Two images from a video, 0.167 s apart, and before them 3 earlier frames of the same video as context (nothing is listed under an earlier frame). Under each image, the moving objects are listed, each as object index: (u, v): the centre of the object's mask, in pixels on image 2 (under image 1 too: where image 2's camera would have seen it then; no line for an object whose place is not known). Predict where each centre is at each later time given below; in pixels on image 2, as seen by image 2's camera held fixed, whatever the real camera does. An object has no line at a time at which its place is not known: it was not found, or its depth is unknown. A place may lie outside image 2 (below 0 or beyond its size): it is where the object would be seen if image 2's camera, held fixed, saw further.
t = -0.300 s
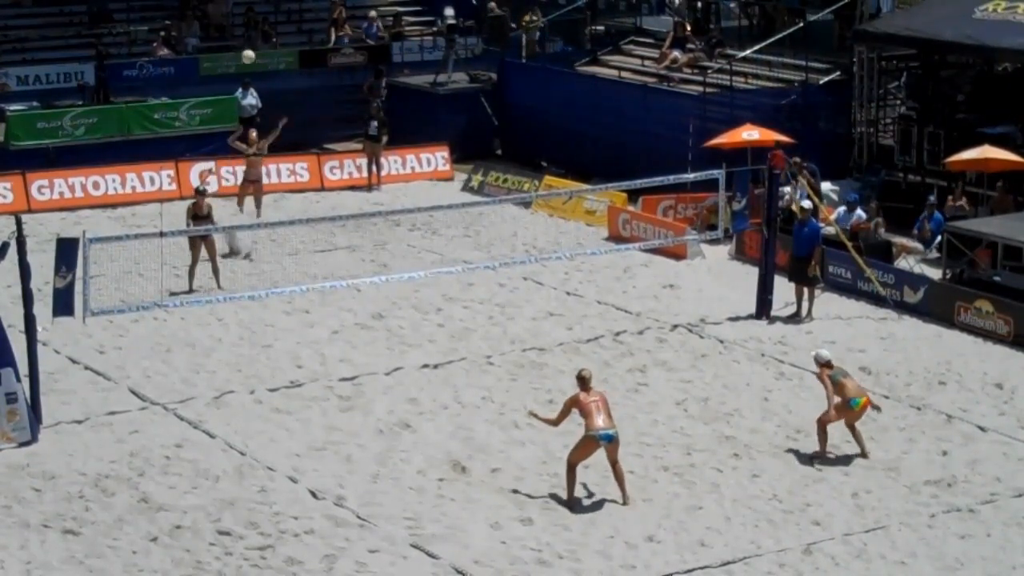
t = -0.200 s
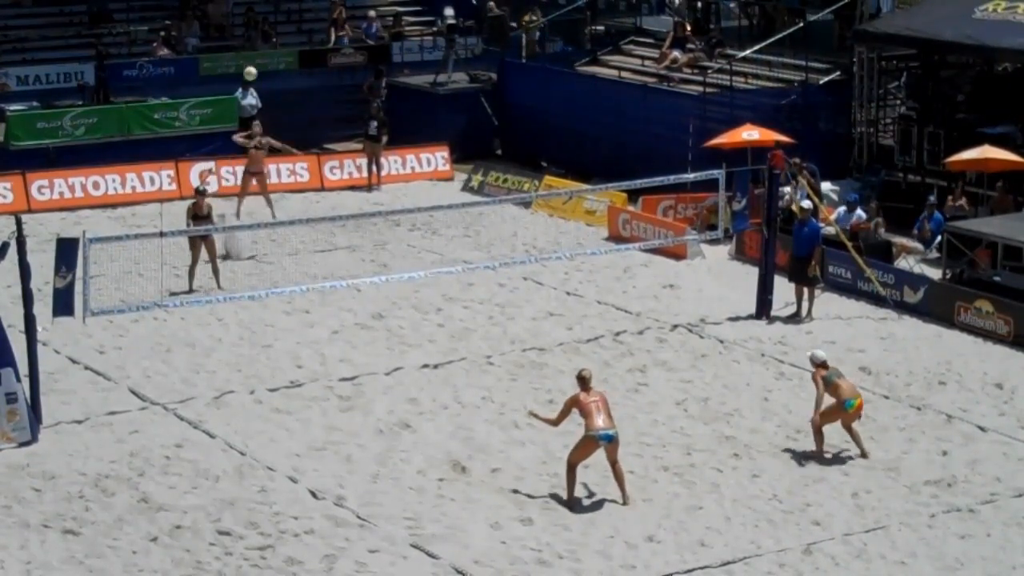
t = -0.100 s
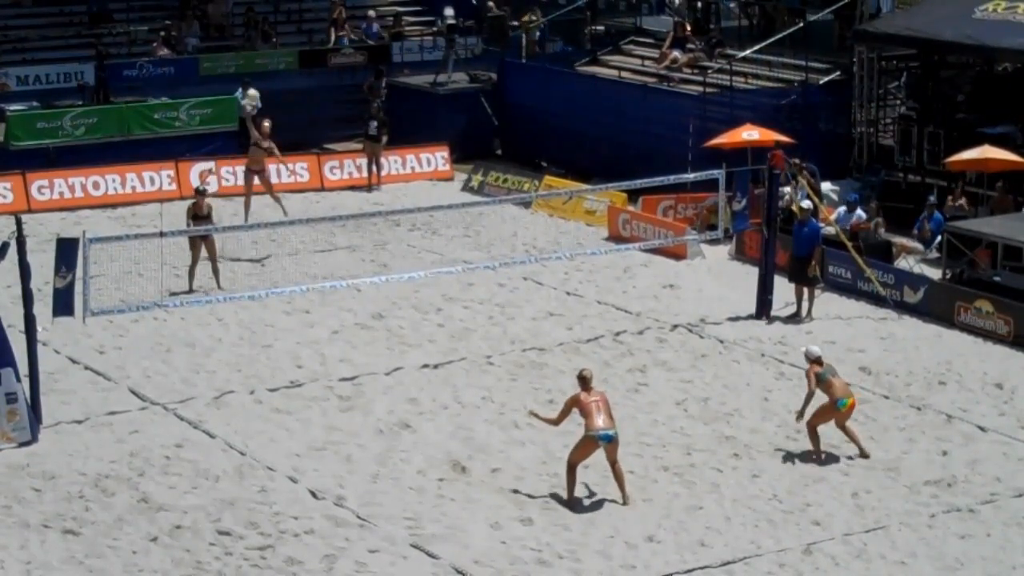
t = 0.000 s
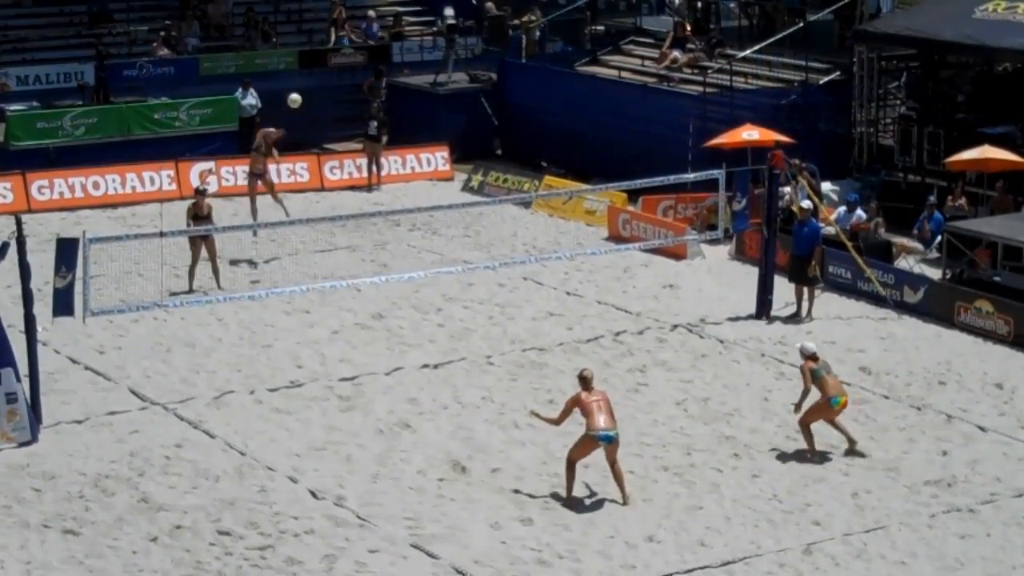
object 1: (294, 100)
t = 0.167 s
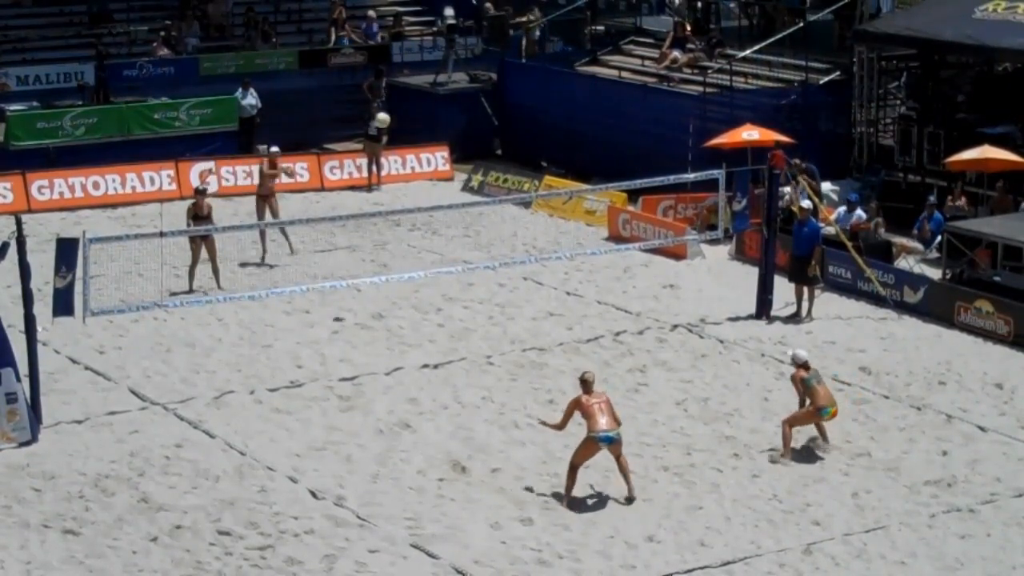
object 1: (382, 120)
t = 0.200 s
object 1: (401, 127)
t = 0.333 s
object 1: (482, 169)
